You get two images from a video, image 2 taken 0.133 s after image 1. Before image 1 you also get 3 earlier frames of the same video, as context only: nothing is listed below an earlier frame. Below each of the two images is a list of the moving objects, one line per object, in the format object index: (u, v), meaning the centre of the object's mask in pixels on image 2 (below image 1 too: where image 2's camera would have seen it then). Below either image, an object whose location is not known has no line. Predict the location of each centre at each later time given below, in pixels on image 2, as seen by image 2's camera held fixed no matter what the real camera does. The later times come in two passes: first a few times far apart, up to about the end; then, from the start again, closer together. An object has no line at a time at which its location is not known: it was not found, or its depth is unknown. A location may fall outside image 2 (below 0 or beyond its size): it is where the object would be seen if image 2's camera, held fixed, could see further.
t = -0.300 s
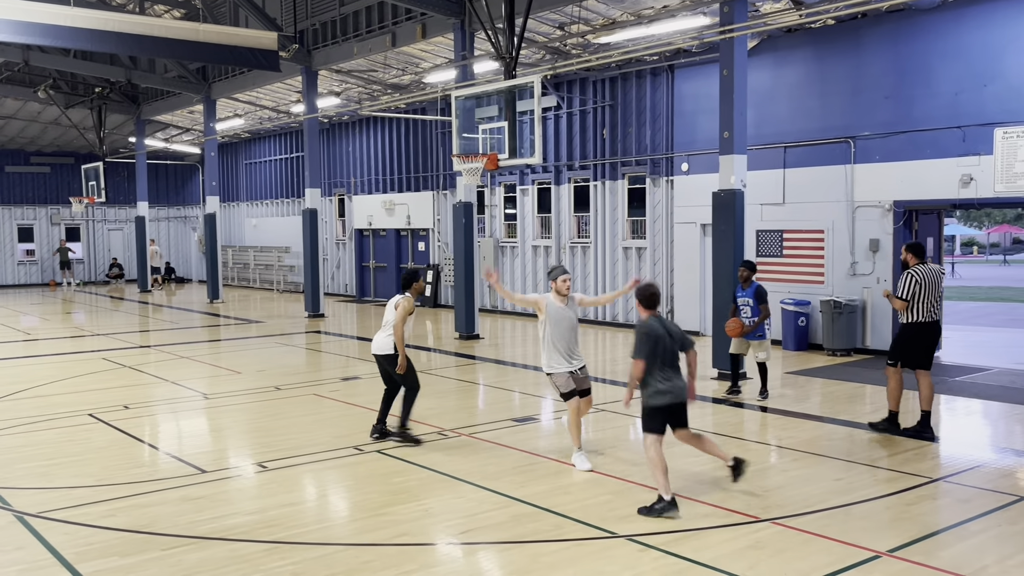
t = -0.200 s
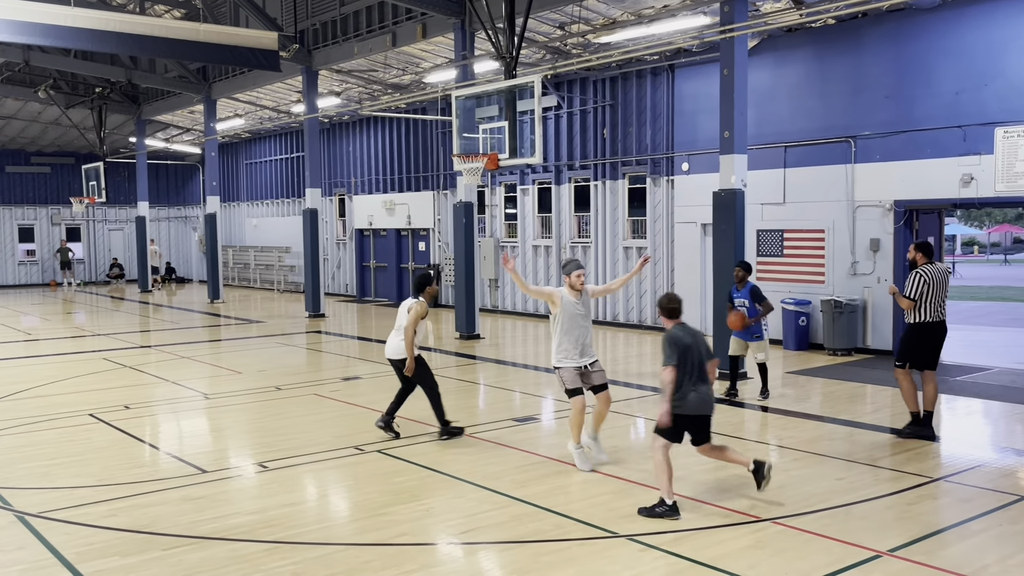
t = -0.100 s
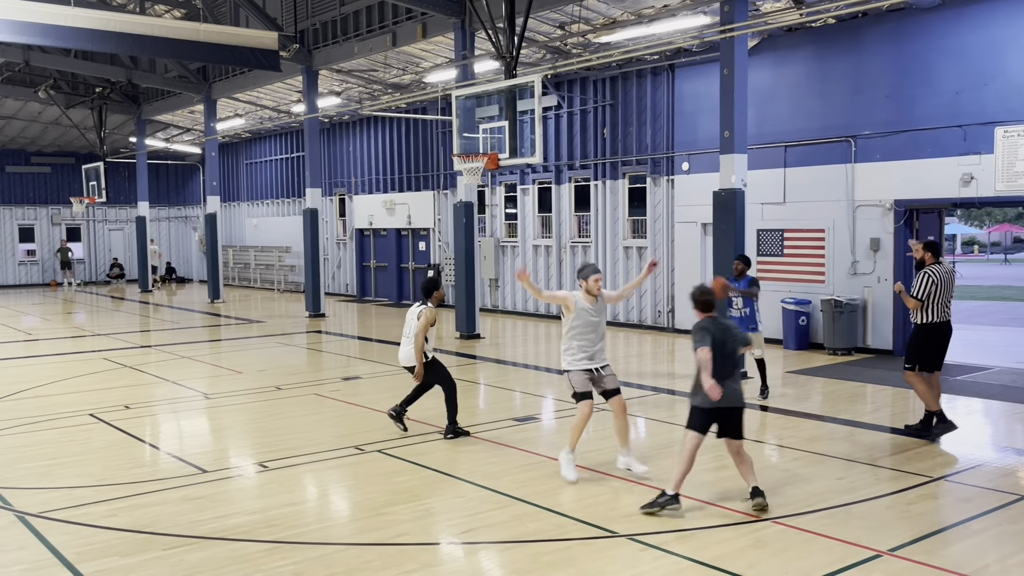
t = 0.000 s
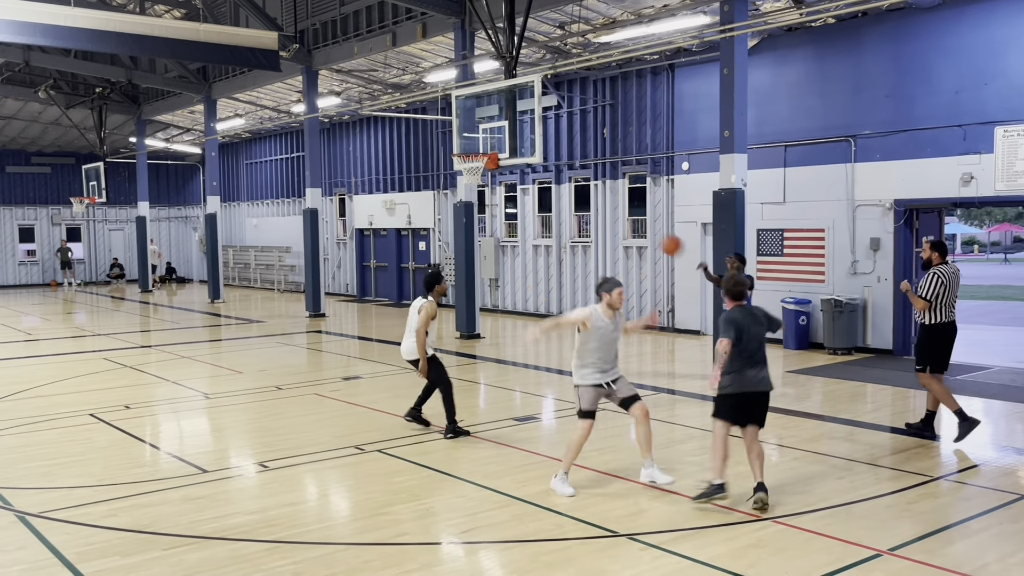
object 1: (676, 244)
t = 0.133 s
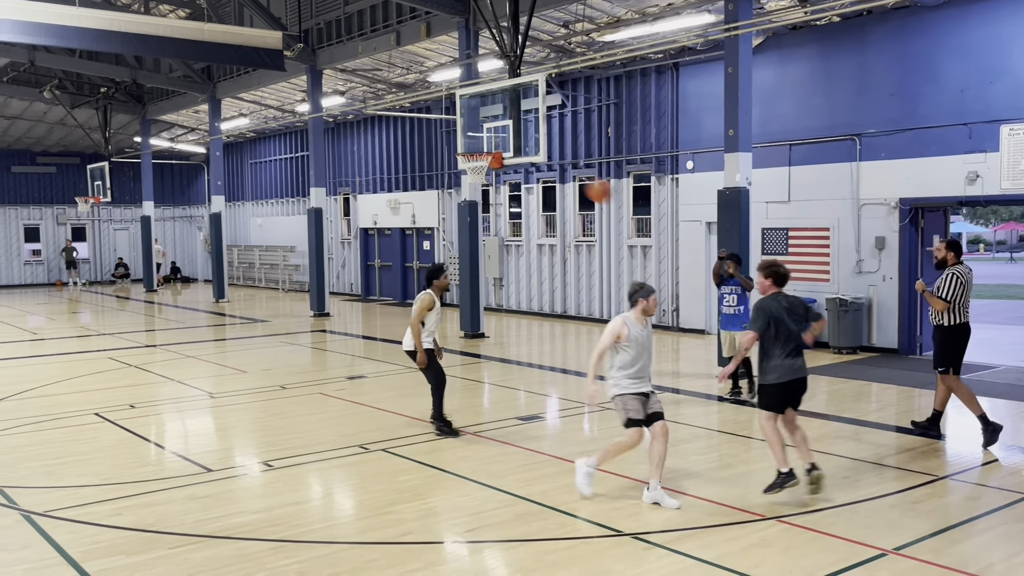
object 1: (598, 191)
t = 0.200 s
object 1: (556, 166)
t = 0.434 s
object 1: (363, 96)
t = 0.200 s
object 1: (556, 166)
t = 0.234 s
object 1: (532, 154)
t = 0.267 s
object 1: (508, 143)
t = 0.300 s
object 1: (479, 132)
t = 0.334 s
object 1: (453, 123)
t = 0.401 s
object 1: (395, 104)
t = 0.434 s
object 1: (363, 96)
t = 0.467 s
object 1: (327, 88)
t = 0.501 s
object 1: (292, 83)
